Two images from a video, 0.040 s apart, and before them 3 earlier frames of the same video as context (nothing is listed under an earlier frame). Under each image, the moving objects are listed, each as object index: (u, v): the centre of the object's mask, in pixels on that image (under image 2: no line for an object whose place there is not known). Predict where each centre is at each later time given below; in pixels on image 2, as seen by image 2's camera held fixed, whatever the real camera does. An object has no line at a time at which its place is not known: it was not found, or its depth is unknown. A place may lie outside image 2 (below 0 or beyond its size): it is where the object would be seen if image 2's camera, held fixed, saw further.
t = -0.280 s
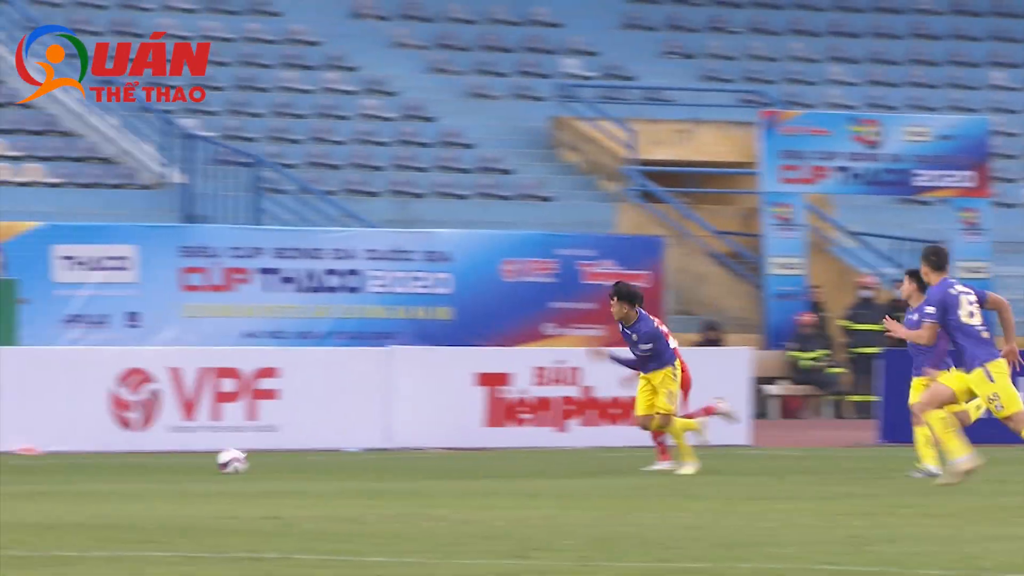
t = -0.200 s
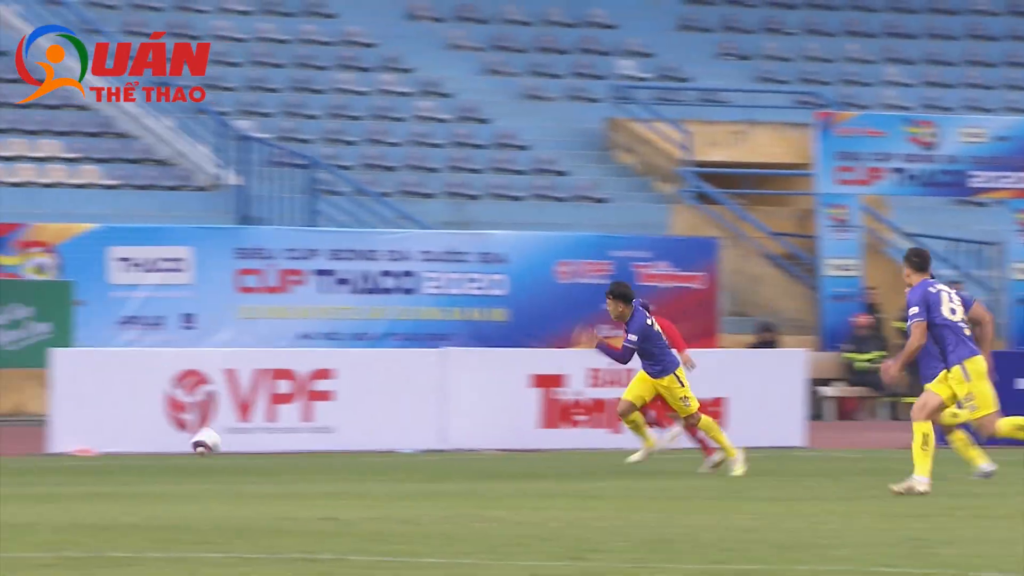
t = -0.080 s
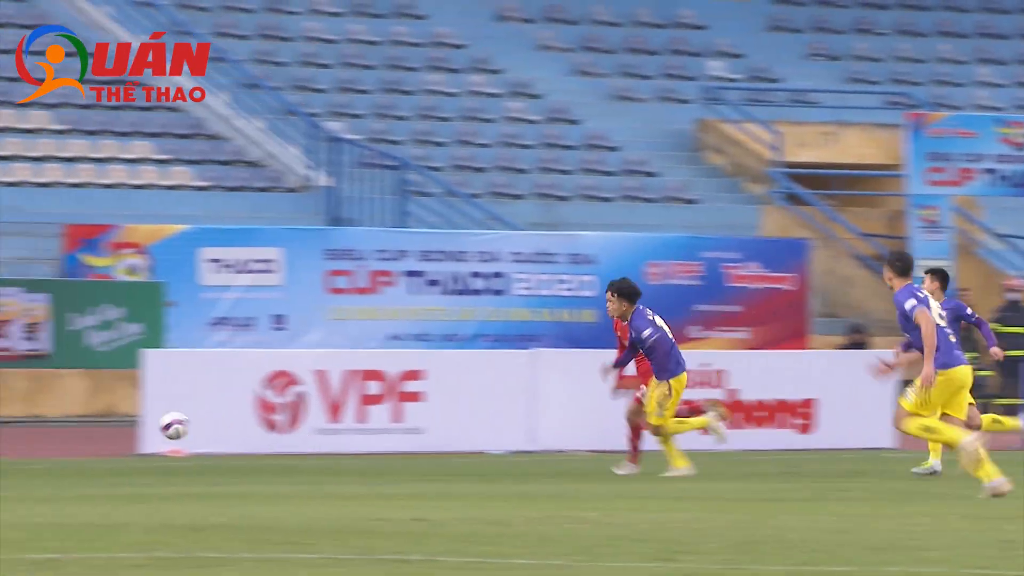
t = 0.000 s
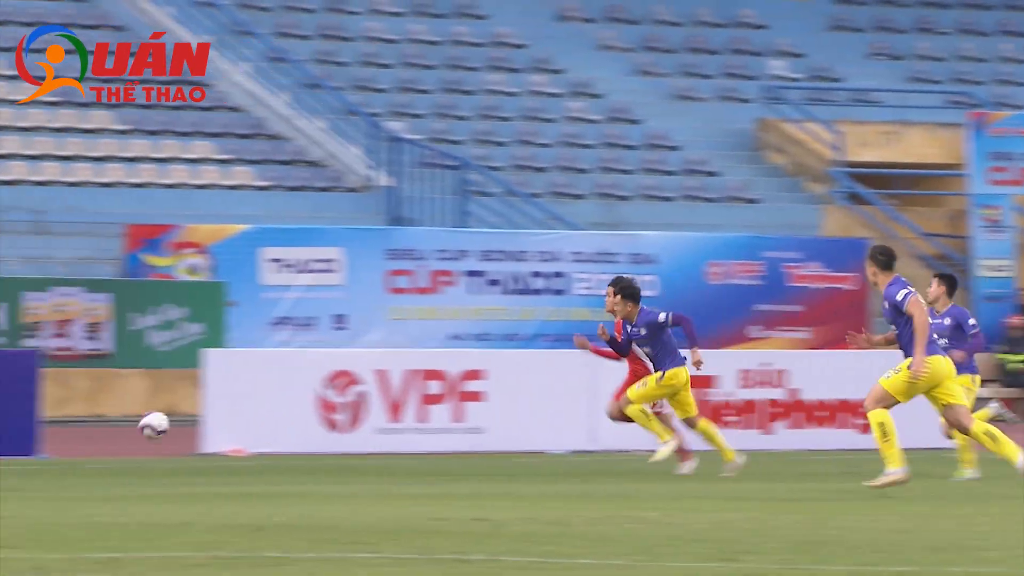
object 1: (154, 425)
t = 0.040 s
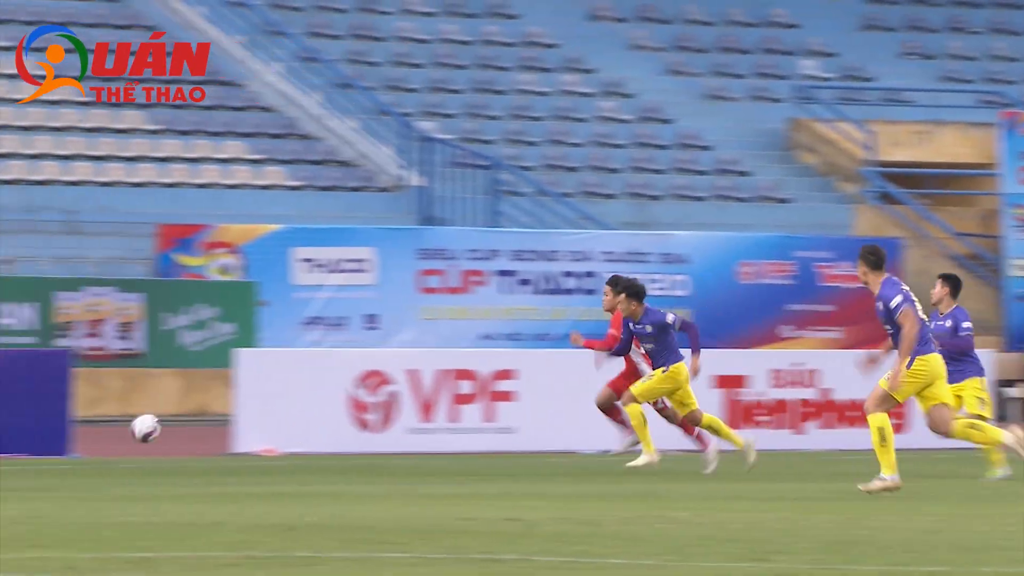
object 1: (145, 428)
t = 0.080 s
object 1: (104, 435)
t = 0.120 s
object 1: (61, 443)
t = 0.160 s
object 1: (17, 455)
